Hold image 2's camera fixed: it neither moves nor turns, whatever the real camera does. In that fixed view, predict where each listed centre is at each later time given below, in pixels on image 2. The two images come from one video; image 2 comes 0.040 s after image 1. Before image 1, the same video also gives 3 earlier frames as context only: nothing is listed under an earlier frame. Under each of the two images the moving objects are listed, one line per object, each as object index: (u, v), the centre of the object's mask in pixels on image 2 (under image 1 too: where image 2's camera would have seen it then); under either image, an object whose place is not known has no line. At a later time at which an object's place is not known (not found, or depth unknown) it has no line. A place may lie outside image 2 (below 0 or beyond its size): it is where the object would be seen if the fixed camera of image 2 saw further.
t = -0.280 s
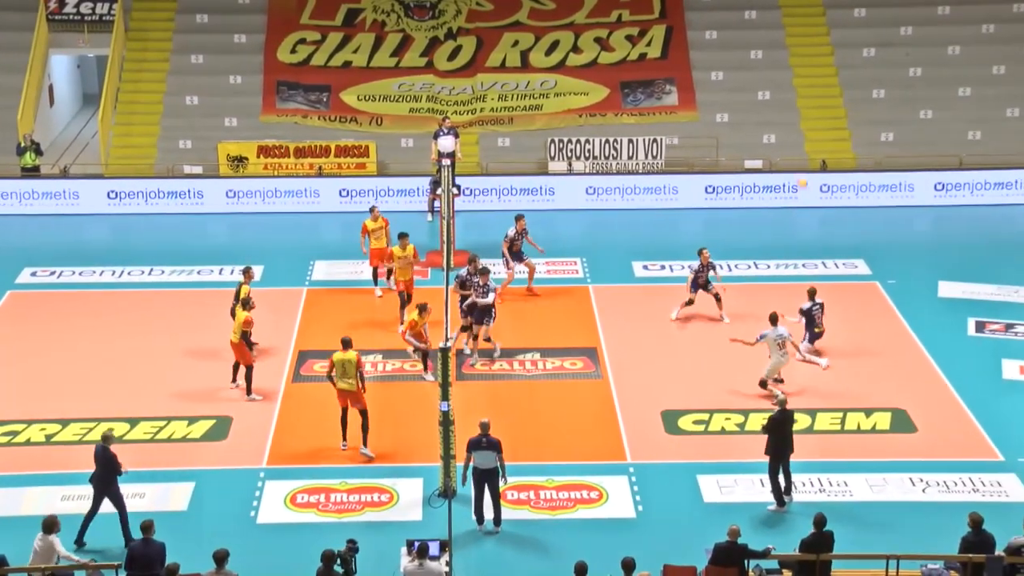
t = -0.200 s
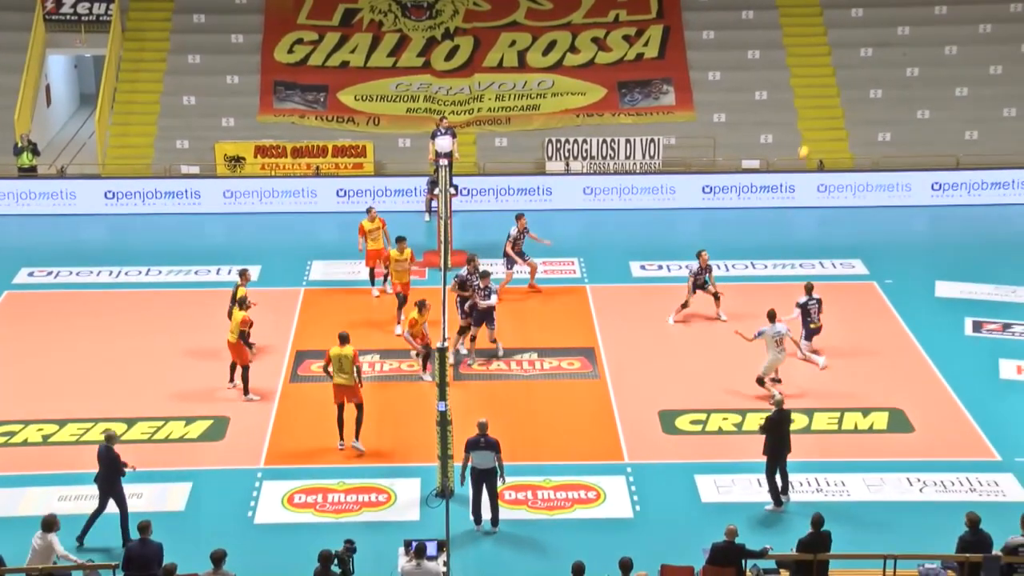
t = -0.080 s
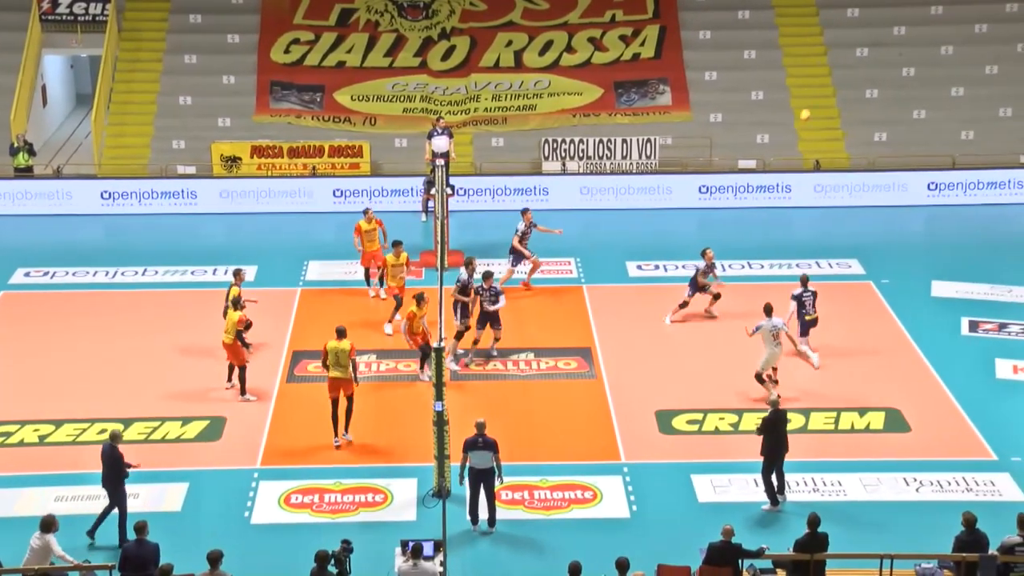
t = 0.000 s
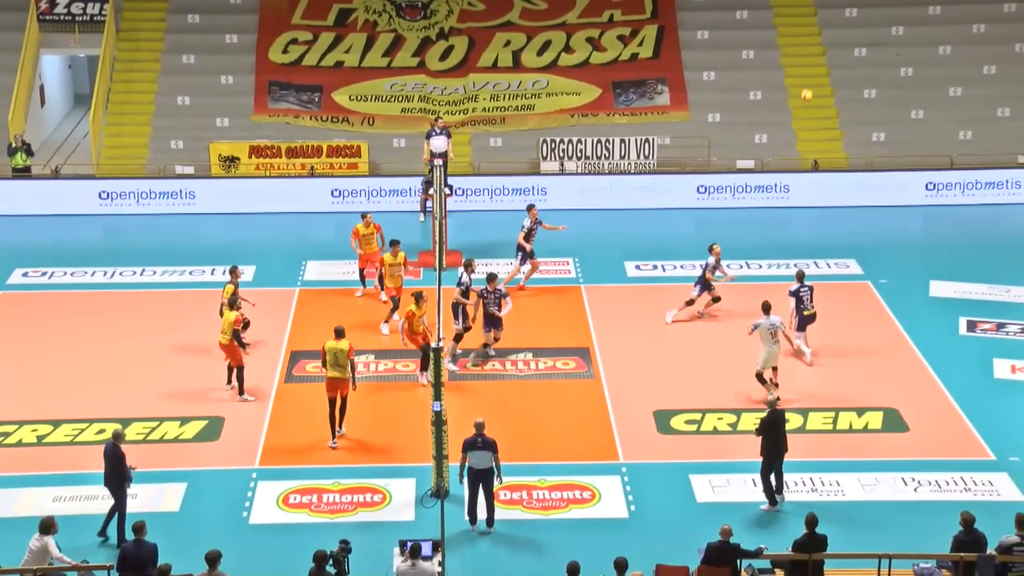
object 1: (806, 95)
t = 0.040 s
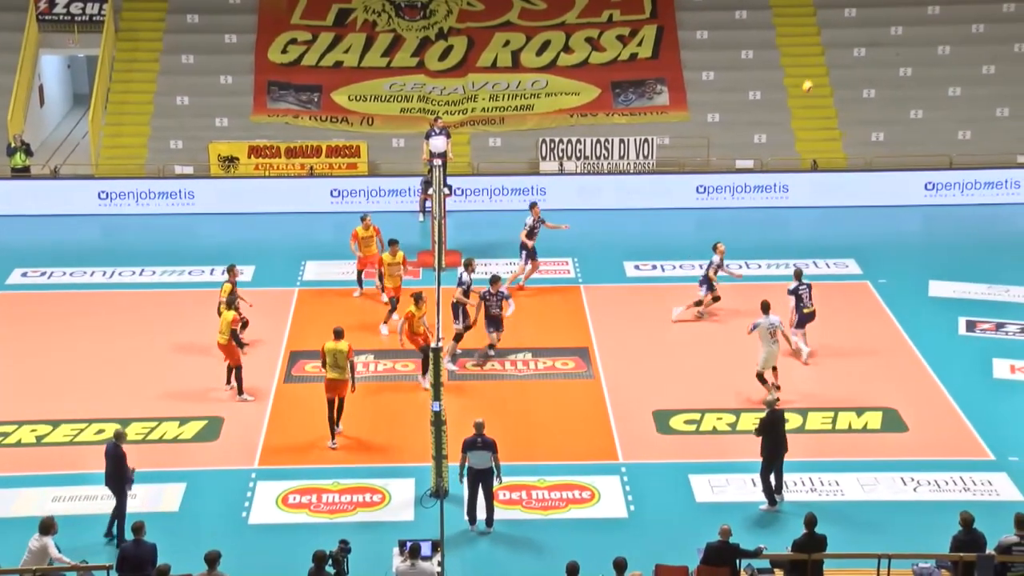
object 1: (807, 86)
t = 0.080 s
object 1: (809, 78)
